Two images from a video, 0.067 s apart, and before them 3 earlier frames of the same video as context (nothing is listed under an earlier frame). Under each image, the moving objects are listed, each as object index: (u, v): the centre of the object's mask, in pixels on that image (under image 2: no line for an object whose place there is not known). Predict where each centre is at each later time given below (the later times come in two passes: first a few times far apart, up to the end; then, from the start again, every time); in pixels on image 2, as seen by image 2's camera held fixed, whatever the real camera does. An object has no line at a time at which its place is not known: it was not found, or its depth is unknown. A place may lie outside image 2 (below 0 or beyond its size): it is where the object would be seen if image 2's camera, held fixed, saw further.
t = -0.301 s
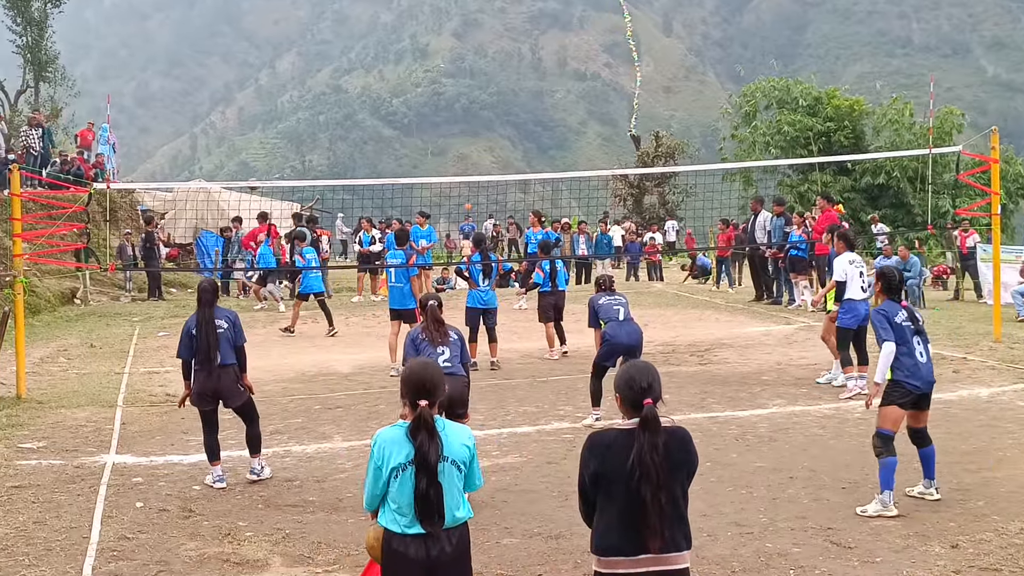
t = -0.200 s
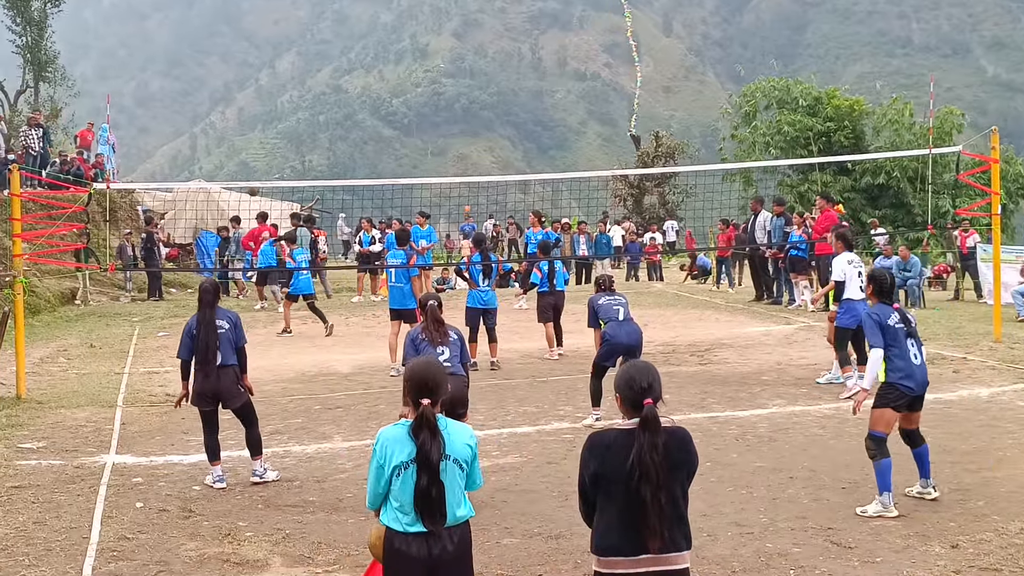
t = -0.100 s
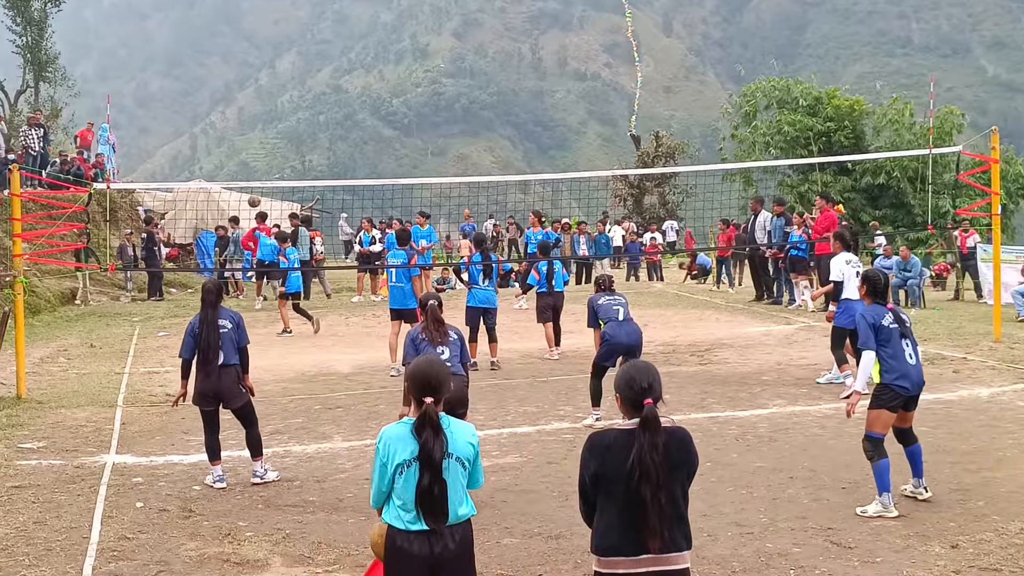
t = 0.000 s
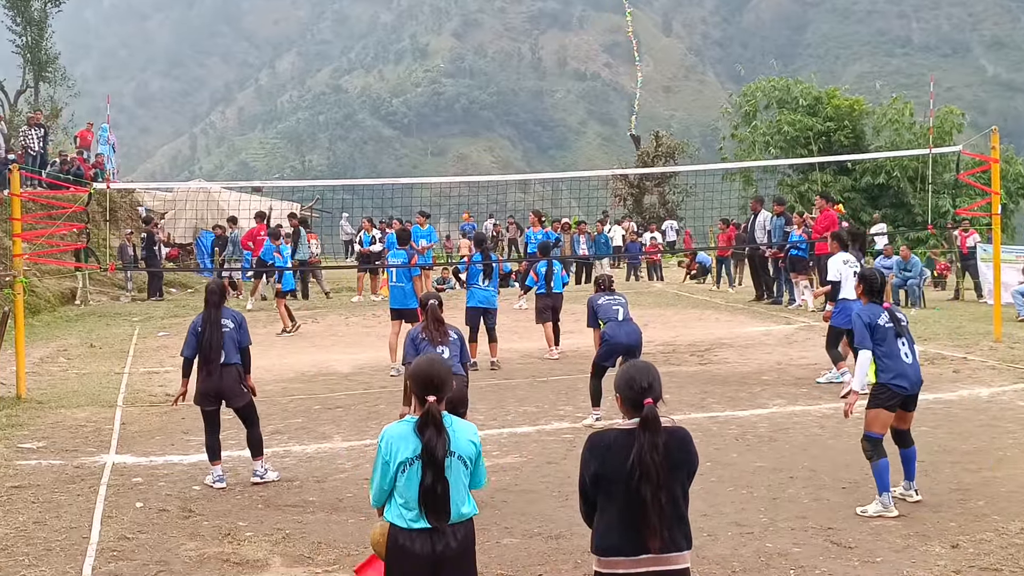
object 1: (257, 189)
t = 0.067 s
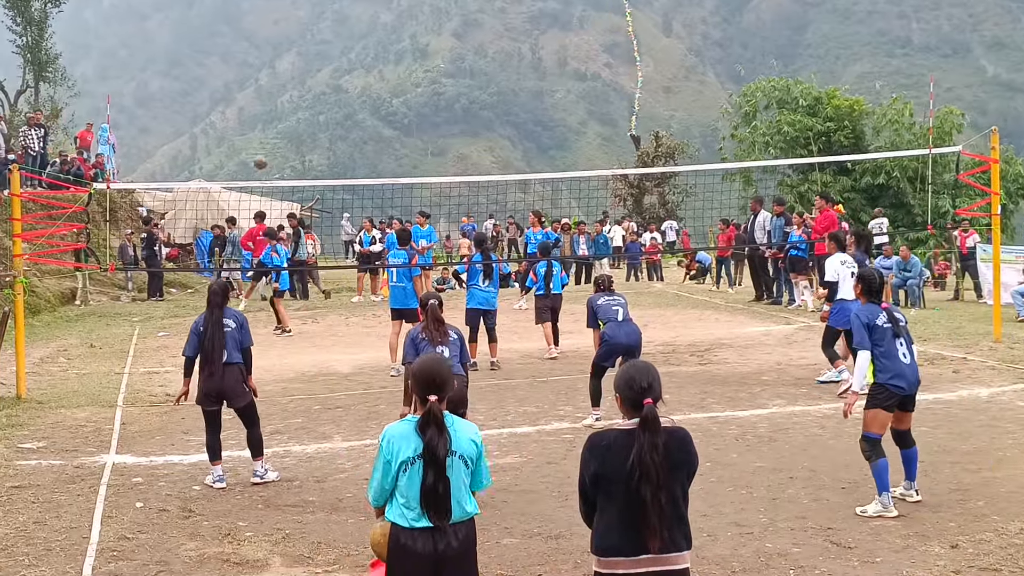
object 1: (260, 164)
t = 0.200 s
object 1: (268, 120)
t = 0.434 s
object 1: (293, 62)
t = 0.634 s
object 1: (318, 37)
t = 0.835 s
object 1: (350, 43)
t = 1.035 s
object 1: (393, 98)
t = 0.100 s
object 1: (262, 151)
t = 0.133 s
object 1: (264, 141)
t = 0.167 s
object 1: (266, 129)
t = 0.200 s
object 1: (268, 120)
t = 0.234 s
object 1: (272, 110)
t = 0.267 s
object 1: (274, 101)
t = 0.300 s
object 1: (277, 92)
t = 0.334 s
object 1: (281, 84)
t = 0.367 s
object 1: (284, 77)
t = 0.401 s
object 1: (289, 69)
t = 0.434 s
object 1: (293, 62)
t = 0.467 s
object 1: (297, 57)
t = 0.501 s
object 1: (300, 52)
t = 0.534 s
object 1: (305, 47)
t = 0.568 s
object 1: (308, 43)
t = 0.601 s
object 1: (313, 40)
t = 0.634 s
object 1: (318, 37)
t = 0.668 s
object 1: (323, 35)
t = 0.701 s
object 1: (328, 35)
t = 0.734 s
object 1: (333, 35)
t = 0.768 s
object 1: (338, 36)
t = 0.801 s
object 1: (344, 39)
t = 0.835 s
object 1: (350, 43)
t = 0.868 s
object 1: (356, 48)
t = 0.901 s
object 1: (363, 55)
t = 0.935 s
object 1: (370, 63)
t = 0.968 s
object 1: (378, 72)
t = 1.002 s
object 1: (385, 84)
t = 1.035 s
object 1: (393, 98)
